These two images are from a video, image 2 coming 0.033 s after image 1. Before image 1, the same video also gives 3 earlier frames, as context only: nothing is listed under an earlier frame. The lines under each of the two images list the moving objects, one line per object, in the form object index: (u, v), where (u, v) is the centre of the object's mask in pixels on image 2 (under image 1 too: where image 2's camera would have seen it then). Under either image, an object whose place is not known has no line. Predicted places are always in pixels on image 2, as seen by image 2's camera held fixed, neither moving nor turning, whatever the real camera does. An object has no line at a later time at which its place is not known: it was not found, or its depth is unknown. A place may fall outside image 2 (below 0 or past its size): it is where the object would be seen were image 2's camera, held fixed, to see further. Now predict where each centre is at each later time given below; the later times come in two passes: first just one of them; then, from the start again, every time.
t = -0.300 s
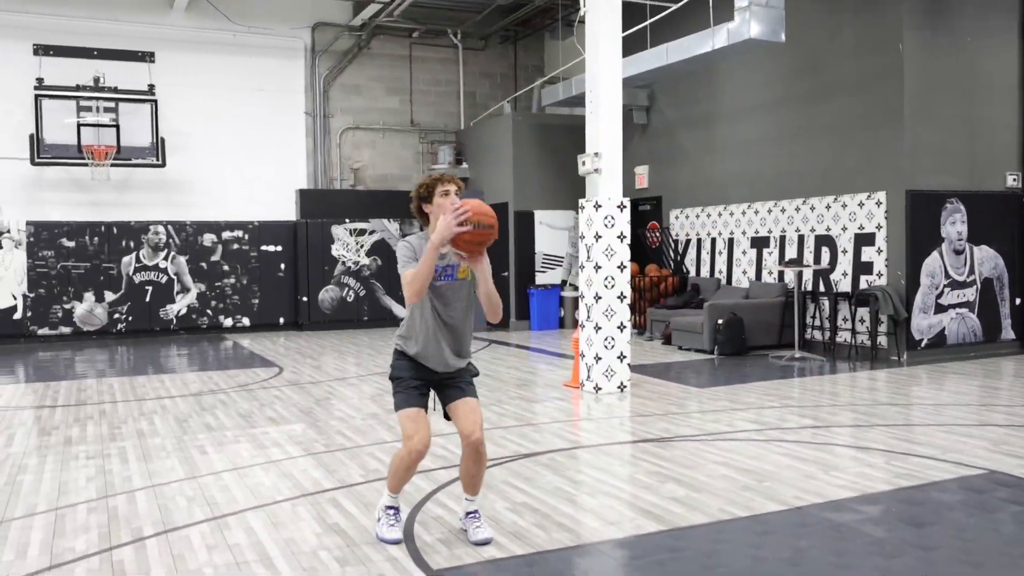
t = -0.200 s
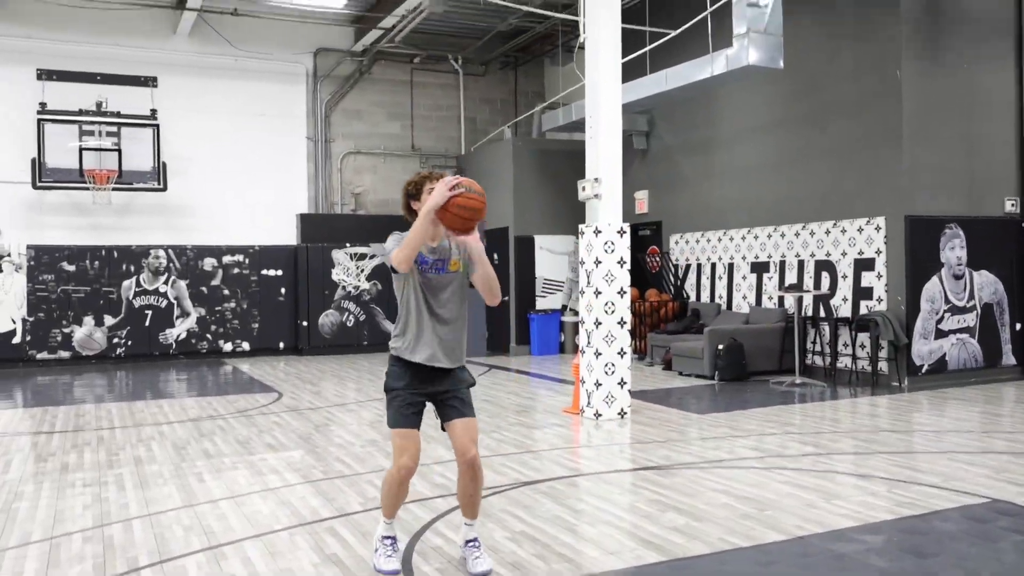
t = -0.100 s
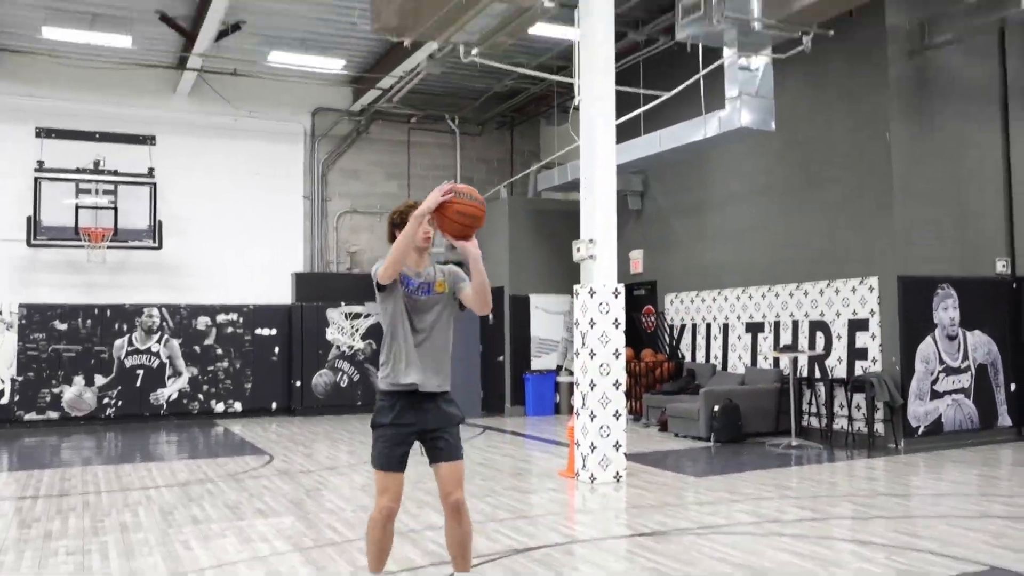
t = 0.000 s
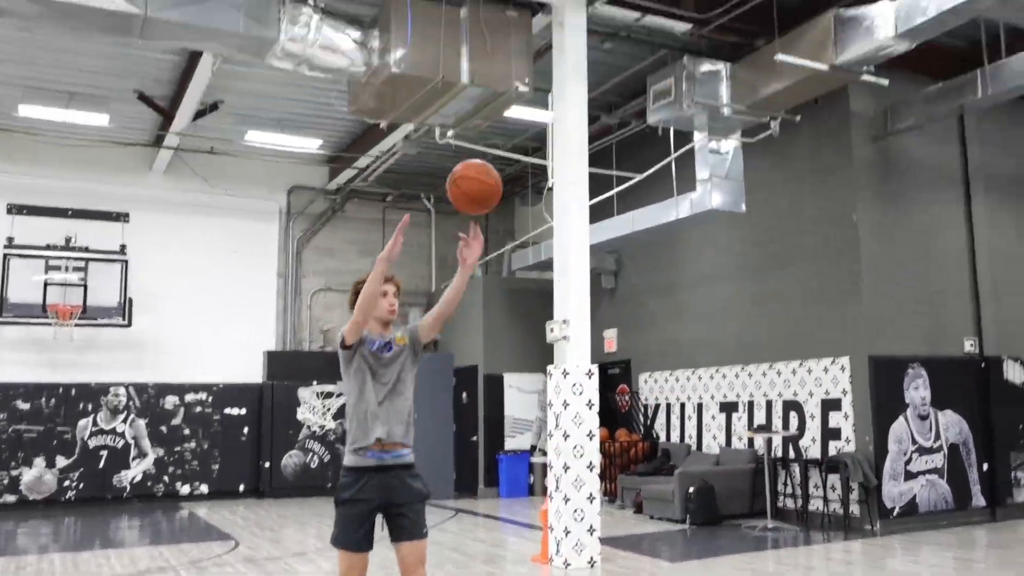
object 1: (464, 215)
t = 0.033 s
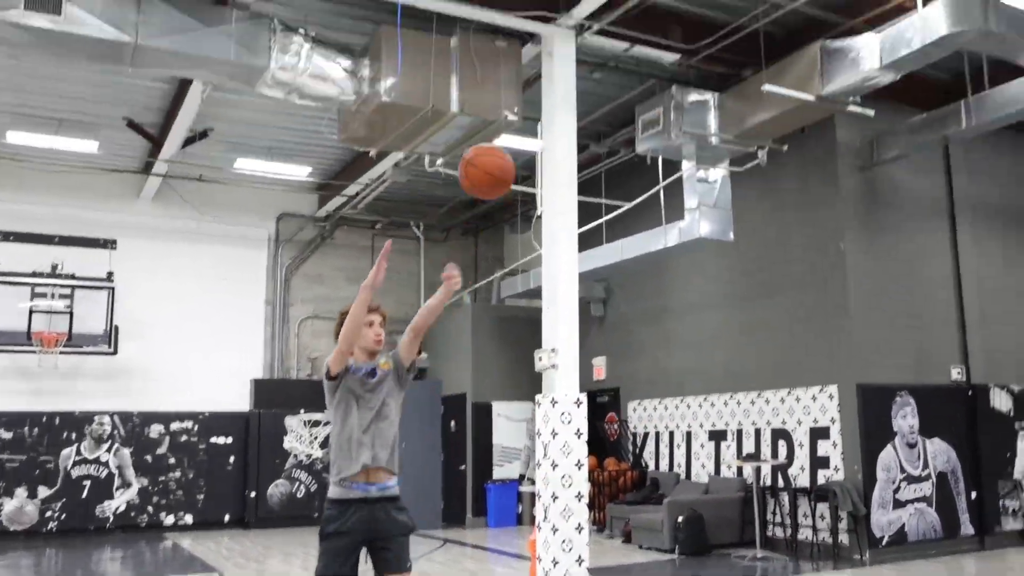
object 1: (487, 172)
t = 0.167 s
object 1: (587, 5)
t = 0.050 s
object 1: (498, 150)
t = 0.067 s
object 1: (510, 129)
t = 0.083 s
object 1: (522, 108)
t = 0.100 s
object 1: (534, 87)
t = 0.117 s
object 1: (547, 67)
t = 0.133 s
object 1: (560, 46)
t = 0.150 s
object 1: (574, 25)
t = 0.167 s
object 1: (587, 5)
